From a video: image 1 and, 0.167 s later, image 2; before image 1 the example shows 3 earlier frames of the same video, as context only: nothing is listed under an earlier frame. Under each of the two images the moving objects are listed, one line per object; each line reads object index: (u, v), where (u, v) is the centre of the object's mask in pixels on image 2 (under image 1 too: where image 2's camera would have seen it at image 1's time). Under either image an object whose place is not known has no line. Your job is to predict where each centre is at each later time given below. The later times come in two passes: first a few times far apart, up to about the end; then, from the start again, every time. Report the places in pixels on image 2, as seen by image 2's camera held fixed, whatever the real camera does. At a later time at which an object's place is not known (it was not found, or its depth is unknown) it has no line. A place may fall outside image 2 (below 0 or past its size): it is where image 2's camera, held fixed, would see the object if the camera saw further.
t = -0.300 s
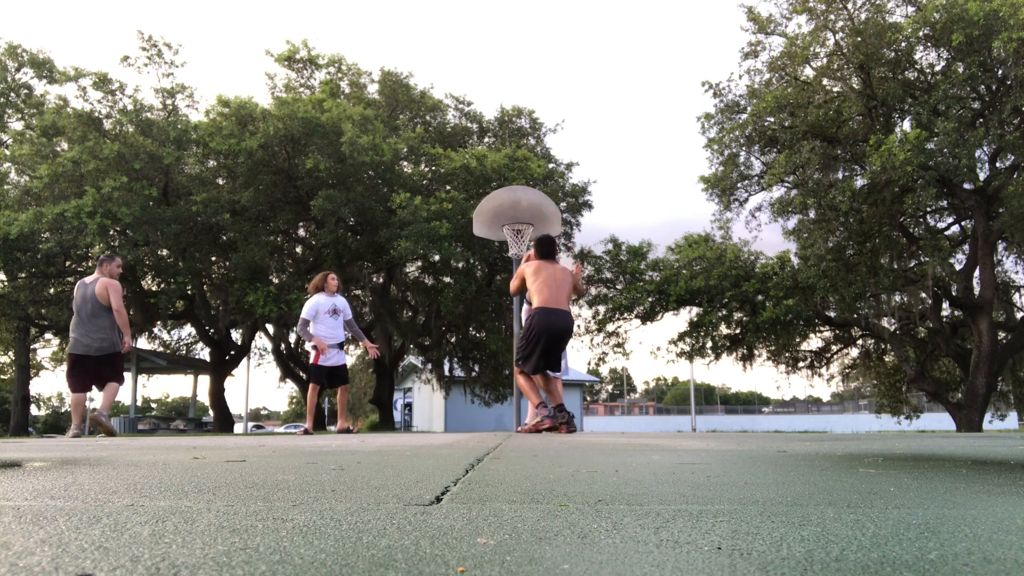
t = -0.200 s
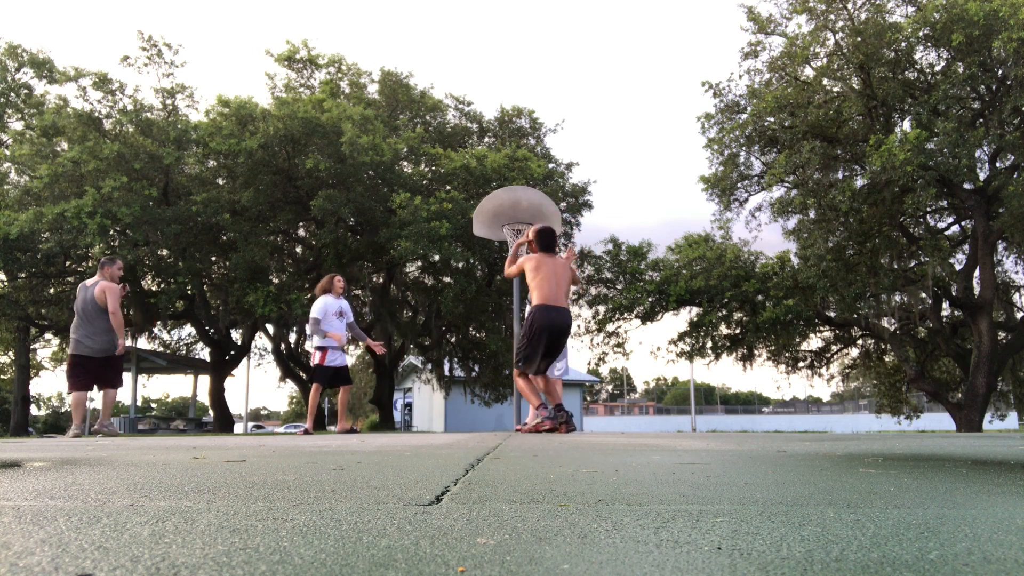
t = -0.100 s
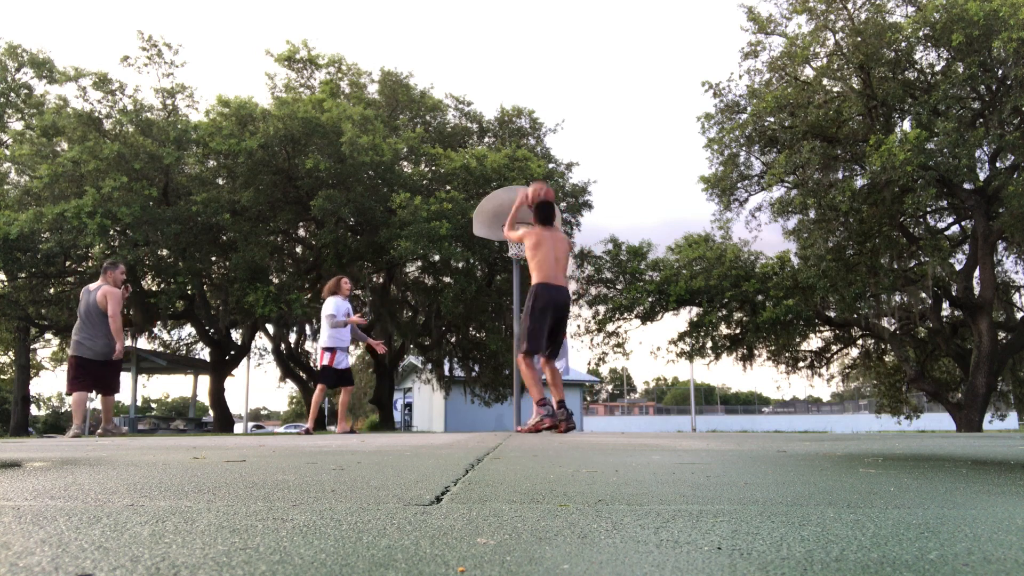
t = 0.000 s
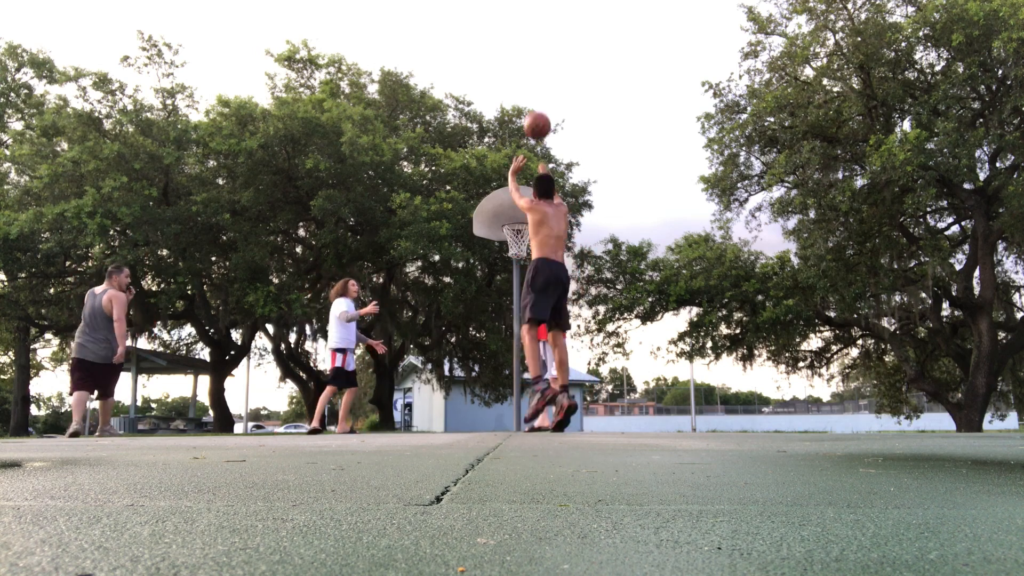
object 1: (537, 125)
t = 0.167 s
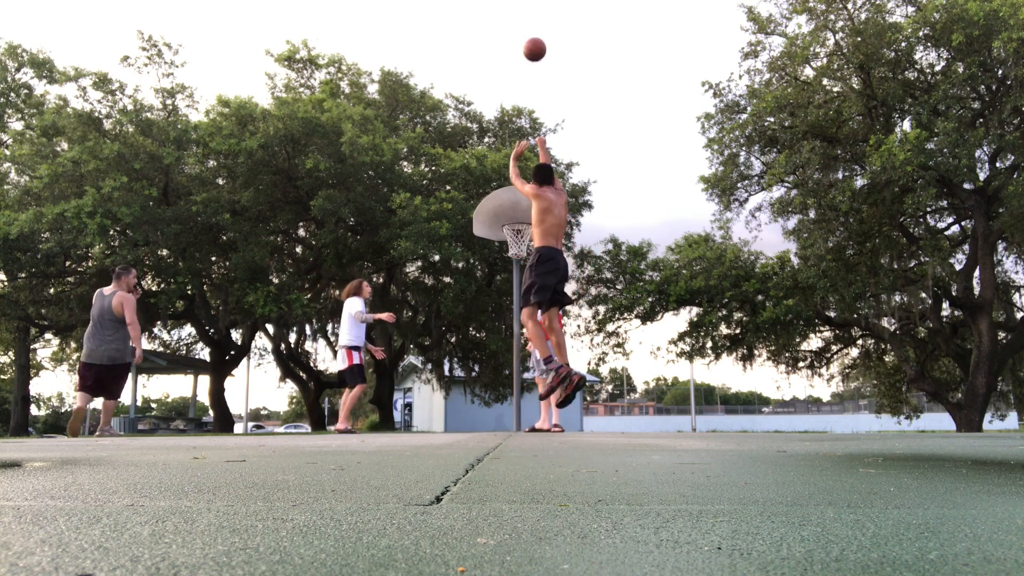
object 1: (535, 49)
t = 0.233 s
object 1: (534, 31)
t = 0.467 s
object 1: (530, 9)
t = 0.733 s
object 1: (528, 34)
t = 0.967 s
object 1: (526, 88)
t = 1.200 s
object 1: (523, 164)
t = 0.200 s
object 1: (534, 40)
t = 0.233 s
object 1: (534, 31)
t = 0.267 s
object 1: (533, 25)
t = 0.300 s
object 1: (533, 19)
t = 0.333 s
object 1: (532, 15)
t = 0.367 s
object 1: (532, 12)
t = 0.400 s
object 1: (531, 10)
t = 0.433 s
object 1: (531, 9)
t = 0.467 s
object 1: (530, 9)
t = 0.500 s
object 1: (530, 9)
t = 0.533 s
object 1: (530, 10)
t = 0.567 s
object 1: (529, 13)
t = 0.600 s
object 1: (529, 15)
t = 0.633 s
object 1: (529, 19)
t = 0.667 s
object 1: (528, 23)
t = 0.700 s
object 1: (528, 28)
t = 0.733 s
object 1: (528, 34)
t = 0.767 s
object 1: (527, 40)
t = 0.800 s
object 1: (527, 47)
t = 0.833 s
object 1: (527, 54)
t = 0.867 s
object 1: (527, 62)
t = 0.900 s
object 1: (526, 70)
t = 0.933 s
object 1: (526, 79)
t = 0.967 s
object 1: (526, 88)
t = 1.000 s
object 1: (525, 98)
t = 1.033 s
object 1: (525, 108)
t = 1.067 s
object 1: (524, 118)
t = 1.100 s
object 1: (523, 129)
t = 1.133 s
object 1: (524, 141)
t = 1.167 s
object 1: (524, 152)
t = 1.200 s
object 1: (523, 164)
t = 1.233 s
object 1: (522, 175)
